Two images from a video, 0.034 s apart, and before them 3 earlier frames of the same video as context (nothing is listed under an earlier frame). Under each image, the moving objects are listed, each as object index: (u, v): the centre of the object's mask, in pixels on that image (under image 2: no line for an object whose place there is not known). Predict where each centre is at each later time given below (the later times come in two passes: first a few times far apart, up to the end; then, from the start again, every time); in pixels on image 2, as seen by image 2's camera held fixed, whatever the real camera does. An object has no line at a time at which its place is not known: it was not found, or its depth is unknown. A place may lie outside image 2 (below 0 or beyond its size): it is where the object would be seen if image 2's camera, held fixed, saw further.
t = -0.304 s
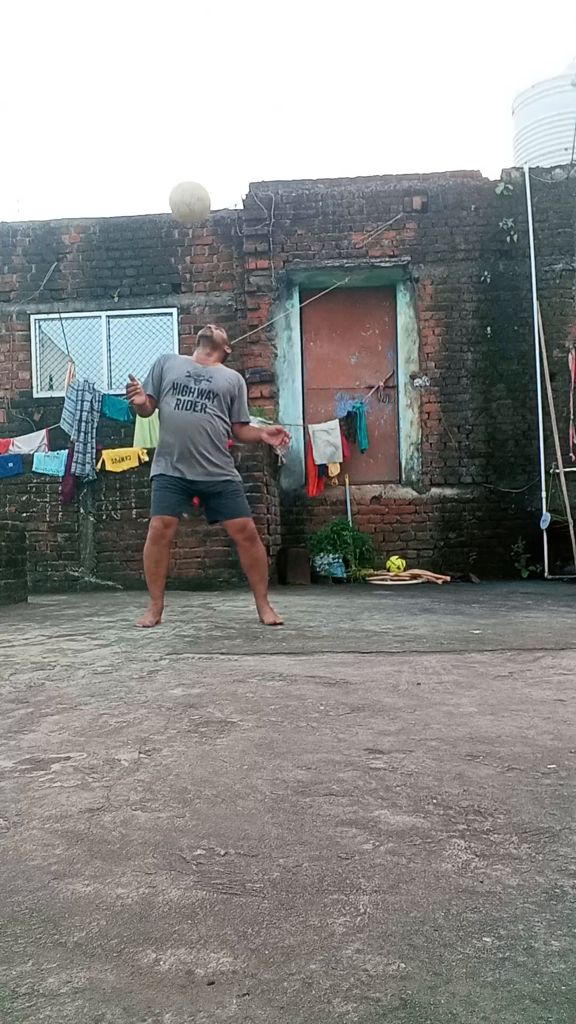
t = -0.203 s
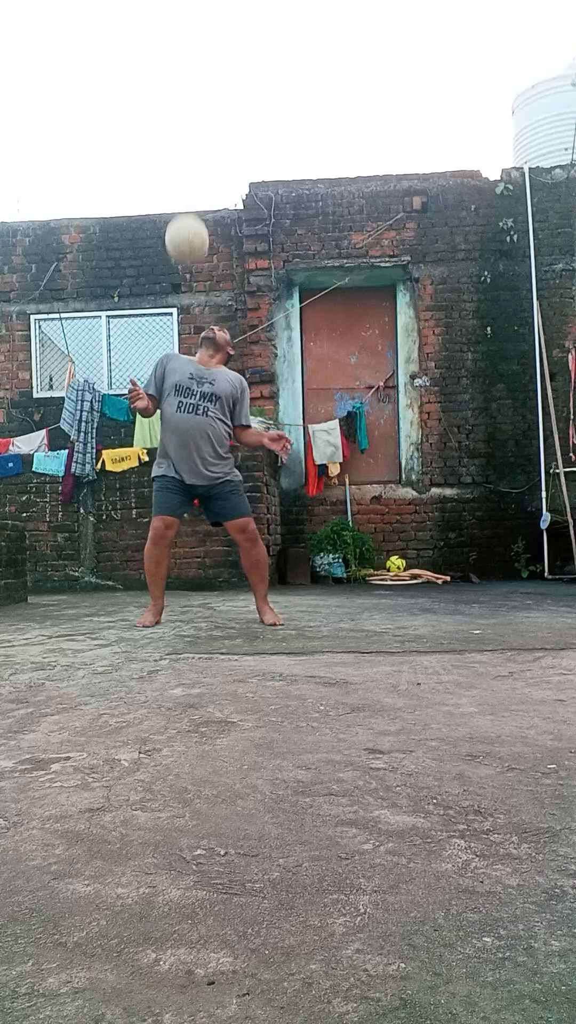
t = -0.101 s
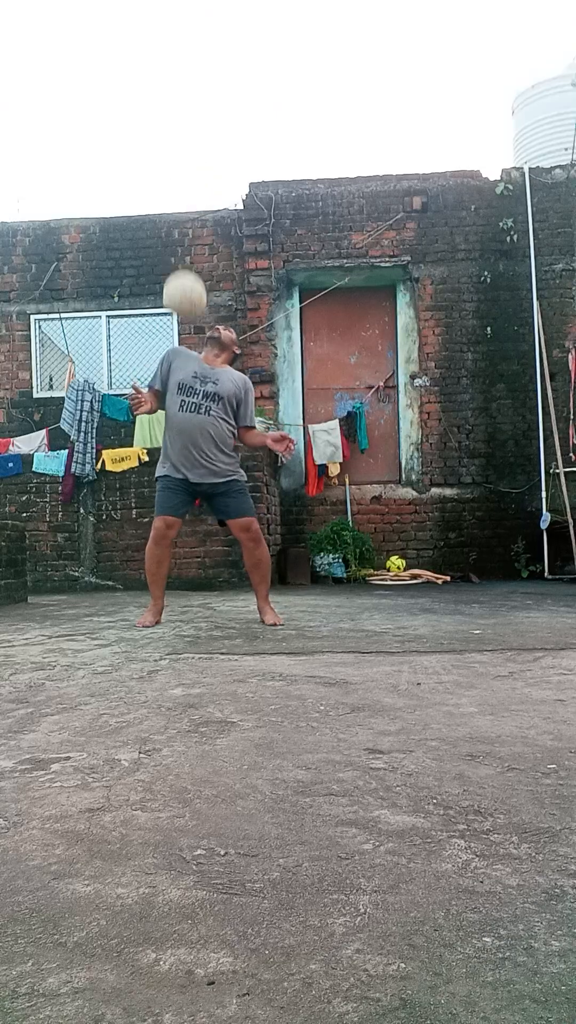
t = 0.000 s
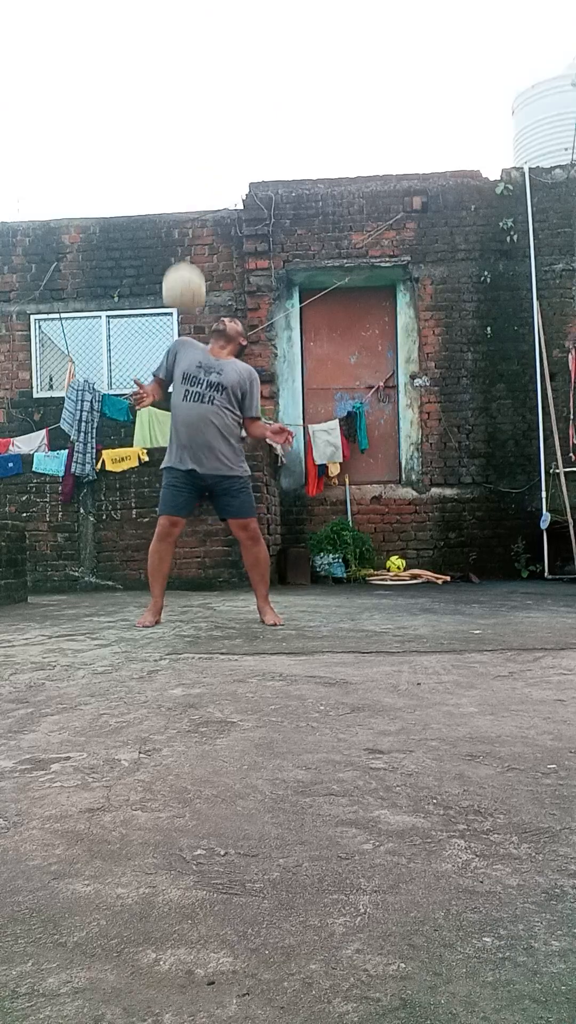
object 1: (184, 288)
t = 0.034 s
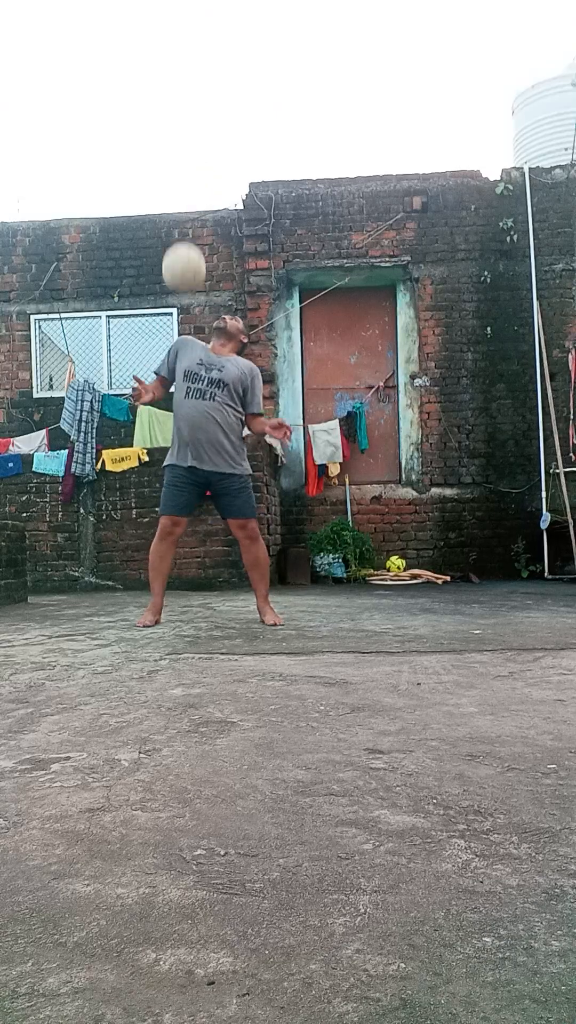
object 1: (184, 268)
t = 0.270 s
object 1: (185, 186)
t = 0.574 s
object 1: (191, 234)
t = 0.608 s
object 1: (192, 250)
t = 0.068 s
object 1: (184, 249)
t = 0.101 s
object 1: (184, 234)
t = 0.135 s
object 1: (184, 222)
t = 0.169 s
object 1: (184, 209)
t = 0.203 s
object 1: (185, 200)
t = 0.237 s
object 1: (185, 191)
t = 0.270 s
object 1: (185, 186)
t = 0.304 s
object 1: (186, 183)
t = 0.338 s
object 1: (186, 182)
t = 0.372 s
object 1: (187, 183)
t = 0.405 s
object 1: (187, 186)
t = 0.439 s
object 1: (188, 192)
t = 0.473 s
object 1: (189, 200)
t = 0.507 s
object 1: (190, 211)
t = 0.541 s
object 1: (191, 223)
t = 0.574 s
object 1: (191, 234)
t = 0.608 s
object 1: (192, 250)
